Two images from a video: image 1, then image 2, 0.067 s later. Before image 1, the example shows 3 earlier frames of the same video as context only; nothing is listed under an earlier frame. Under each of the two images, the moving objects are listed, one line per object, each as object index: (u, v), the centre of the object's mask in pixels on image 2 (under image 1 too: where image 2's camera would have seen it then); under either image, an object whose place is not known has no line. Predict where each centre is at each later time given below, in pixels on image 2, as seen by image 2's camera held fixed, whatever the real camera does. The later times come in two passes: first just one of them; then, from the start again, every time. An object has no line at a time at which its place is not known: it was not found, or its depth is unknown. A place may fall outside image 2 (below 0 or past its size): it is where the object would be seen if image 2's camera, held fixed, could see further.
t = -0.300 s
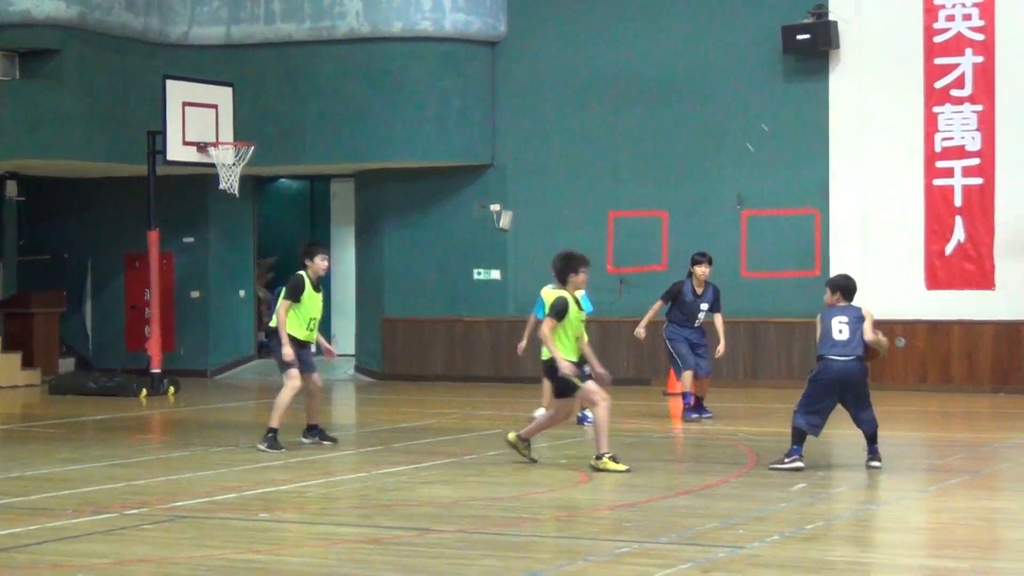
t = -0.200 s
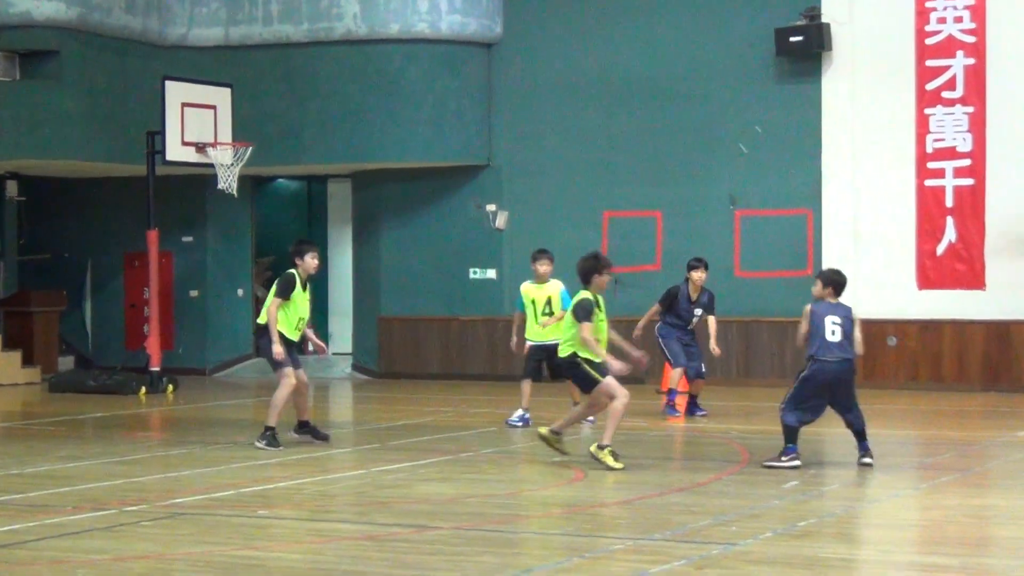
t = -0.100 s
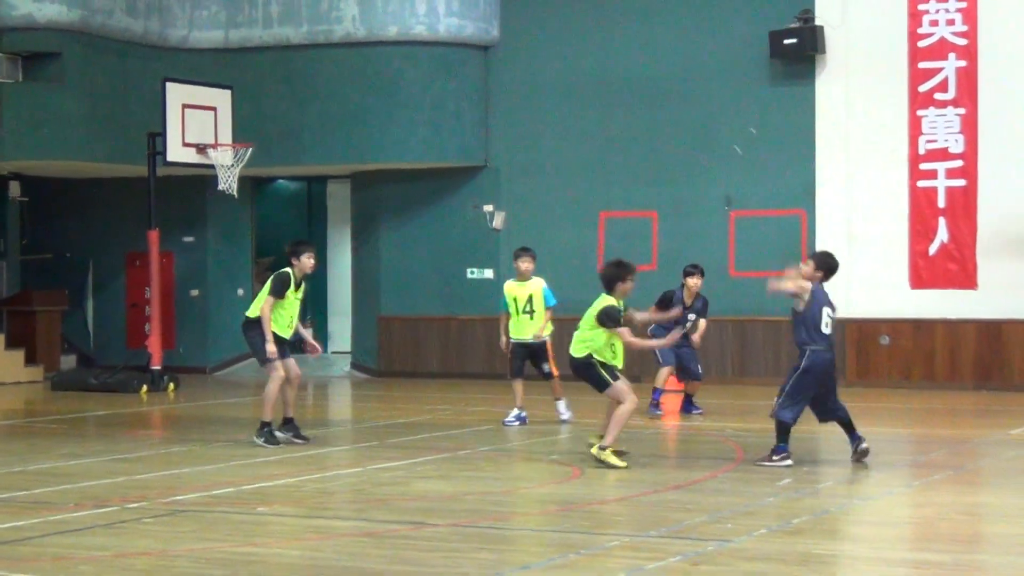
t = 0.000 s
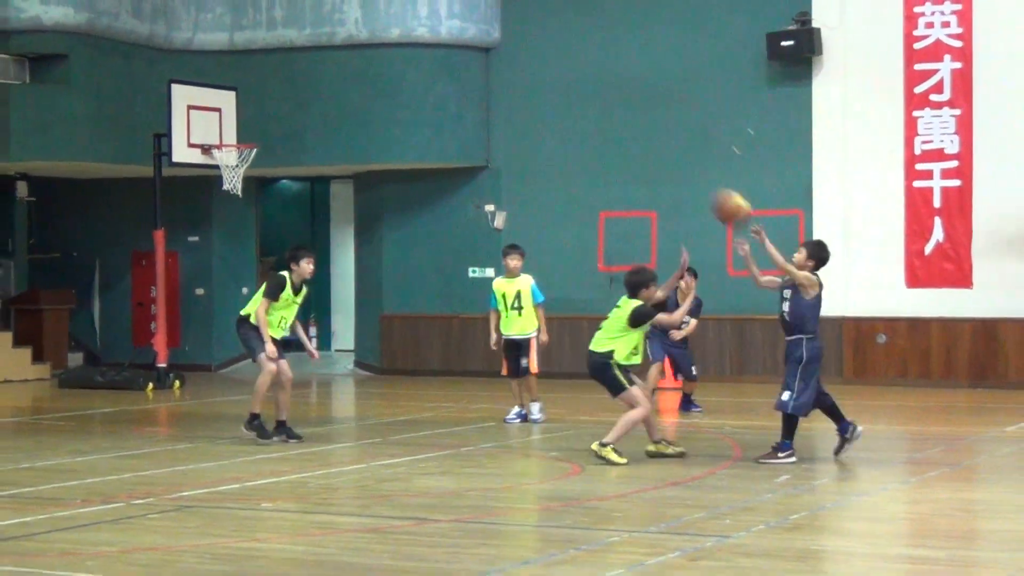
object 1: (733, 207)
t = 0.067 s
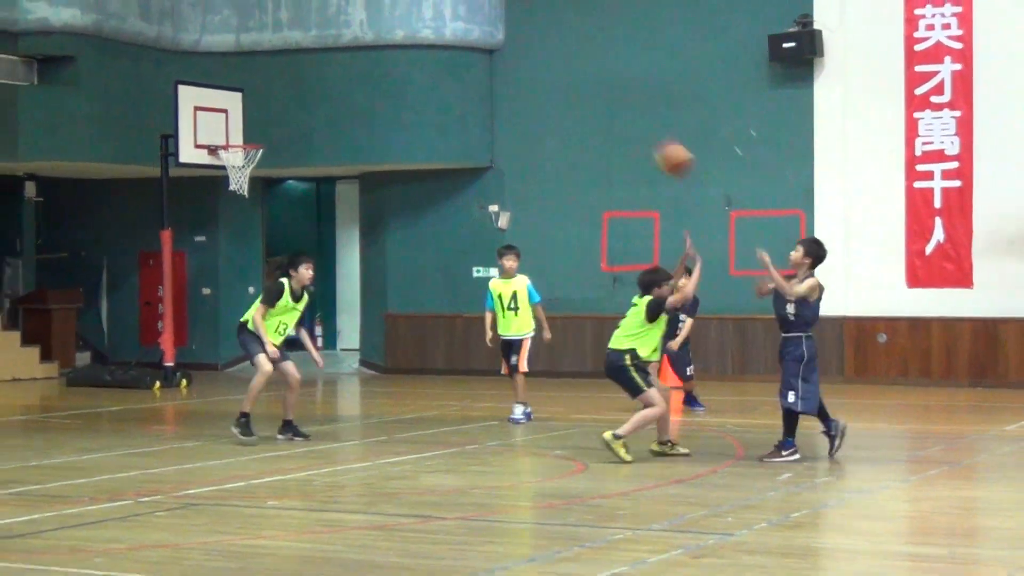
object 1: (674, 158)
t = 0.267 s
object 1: (493, 49)
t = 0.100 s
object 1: (643, 136)
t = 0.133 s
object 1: (613, 115)
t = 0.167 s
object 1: (583, 95)
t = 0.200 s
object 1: (553, 78)
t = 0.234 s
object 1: (523, 62)
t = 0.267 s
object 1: (493, 49)
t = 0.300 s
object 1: (461, 37)
